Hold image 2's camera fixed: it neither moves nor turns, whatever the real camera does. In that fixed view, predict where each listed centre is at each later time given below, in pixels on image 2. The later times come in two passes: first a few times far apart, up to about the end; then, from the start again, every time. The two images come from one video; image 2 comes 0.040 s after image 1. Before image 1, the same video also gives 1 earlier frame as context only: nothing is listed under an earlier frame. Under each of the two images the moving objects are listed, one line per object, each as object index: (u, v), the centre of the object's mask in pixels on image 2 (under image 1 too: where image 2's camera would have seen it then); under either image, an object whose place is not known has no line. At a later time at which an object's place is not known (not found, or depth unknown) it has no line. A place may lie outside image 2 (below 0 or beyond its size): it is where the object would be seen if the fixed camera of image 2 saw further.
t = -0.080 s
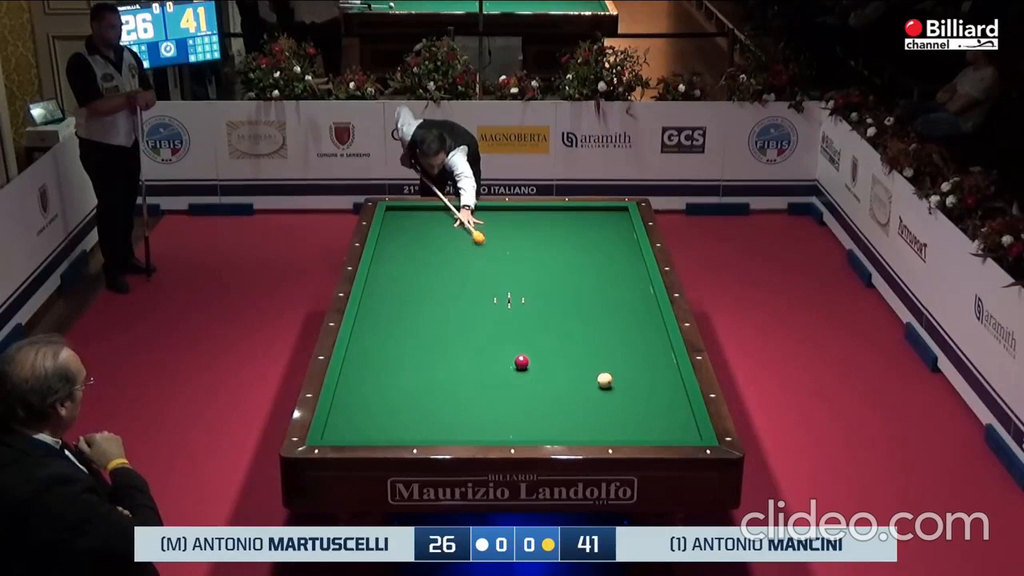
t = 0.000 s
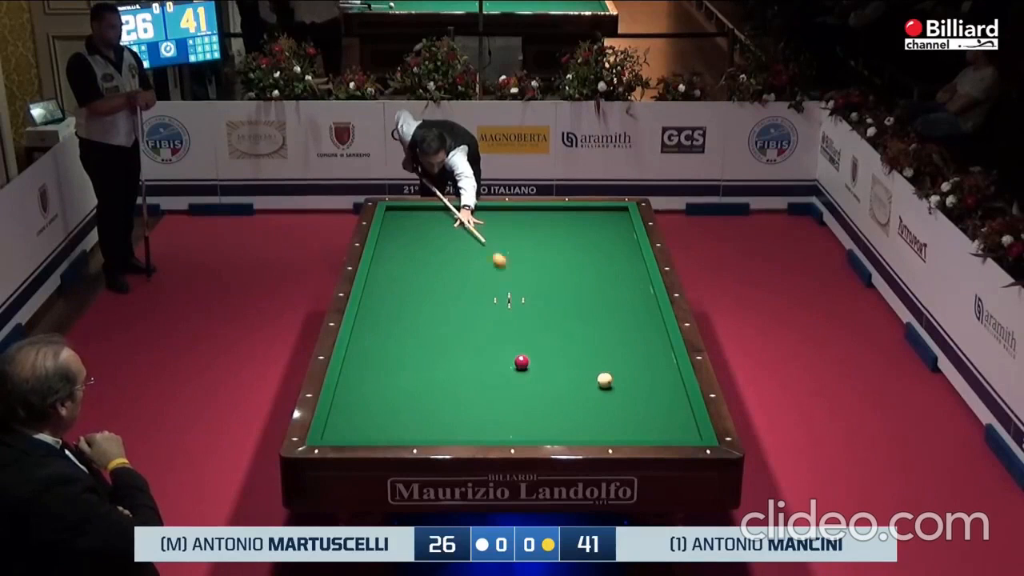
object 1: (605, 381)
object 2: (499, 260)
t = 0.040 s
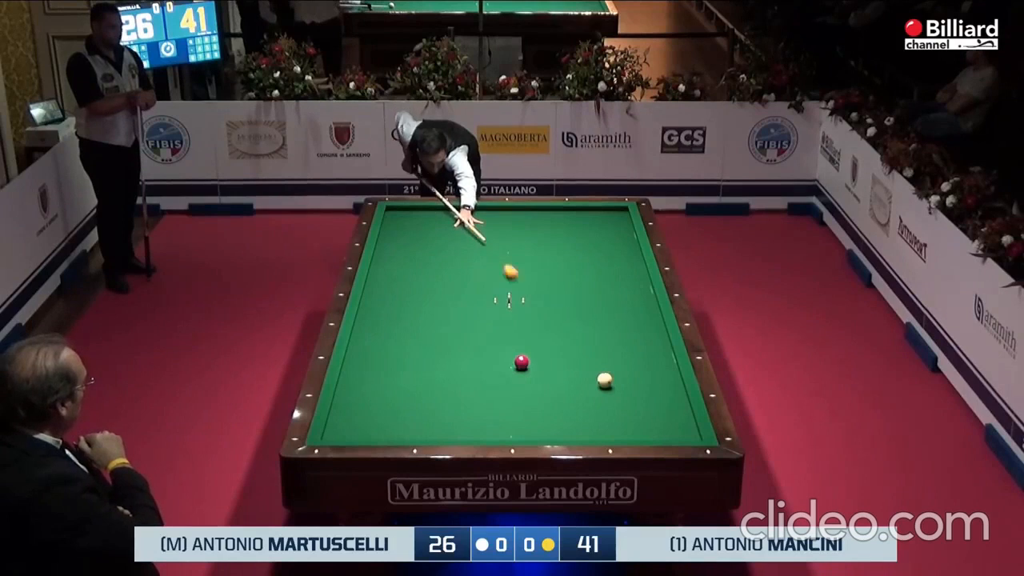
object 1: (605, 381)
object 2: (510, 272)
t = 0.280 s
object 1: (605, 381)
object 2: (586, 353)
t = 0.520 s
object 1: (592, 428)
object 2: (675, 380)
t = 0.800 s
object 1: (561, 355)
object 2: (604, 377)
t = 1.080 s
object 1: (539, 307)
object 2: (550, 375)
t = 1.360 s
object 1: (521, 268)
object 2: (498, 374)
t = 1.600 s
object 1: (507, 239)
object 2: (455, 373)
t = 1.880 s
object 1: (494, 210)
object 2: (406, 372)
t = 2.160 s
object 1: (491, 227)
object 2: (358, 370)
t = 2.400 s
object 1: (489, 243)
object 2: (367, 372)
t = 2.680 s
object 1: (485, 262)
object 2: (392, 375)
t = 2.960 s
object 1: (482, 282)
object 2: (417, 378)
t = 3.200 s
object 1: (479, 301)
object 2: (437, 381)
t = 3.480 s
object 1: (475, 325)
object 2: (460, 384)
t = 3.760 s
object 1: (471, 350)
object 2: (483, 387)
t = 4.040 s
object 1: (467, 378)
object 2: (505, 390)
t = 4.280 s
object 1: (462, 404)
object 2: (524, 393)
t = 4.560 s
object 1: (458, 434)
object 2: (545, 396)
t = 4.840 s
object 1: (458, 419)
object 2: (565, 398)
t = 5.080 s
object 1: (459, 404)
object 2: (581, 400)
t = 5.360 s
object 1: (459, 388)
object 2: (601, 403)
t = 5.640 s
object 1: (459, 372)
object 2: (619, 405)
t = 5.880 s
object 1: (460, 360)
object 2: (633, 407)
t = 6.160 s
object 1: (461, 347)
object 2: (650, 409)
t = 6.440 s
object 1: (461, 335)
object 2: (666, 411)
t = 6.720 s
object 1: (462, 324)
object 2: (681, 412)
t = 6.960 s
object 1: (463, 315)
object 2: (683, 414)
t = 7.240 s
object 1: (464, 305)
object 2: (676, 415)
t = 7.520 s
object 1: (466, 296)
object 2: (669, 416)
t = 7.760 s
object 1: (467, 288)
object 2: (664, 417)
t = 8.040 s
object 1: (468, 280)
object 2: (659, 418)
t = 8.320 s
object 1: (469, 273)
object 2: (655, 419)
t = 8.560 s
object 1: (470, 266)
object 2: (652, 419)
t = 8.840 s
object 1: (471, 260)
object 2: (650, 420)
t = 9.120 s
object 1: (472, 254)
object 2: (648, 420)
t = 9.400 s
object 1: (473, 248)
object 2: (647, 420)
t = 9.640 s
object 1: (474, 243)
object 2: (647, 420)
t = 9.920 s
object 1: (475, 237)
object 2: (647, 420)
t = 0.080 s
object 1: (605, 381)
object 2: (522, 284)
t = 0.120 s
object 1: (605, 381)
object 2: (534, 297)
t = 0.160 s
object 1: (605, 381)
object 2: (546, 311)
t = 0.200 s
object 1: (605, 381)
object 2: (559, 324)
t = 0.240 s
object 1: (605, 381)
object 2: (572, 339)
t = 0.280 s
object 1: (605, 381)
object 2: (586, 353)
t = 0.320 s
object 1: (605, 381)
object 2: (599, 367)
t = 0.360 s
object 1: (603, 391)
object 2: (617, 374)
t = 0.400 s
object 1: (601, 407)
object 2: (632, 376)
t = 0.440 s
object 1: (600, 423)
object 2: (649, 377)
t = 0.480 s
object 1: (597, 435)
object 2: (663, 379)
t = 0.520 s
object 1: (592, 428)
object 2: (675, 380)
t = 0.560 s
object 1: (587, 415)
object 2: (663, 380)
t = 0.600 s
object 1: (582, 403)
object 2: (652, 379)
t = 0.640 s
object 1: (578, 393)
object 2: (641, 379)
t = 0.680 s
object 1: (573, 381)
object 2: (631, 378)
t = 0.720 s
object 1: (569, 373)
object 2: (621, 378)
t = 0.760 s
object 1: (565, 363)
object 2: (612, 377)
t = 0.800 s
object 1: (561, 355)
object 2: (604, 377)
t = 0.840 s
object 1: (558, 347)
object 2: (596, 377)
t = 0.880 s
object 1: (554, 339)
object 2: (588, 376)
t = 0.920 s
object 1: (551, 332)
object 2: (581, 376)
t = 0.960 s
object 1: (548, 326)
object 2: (573, 376)
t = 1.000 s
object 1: (545, 319)
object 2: (566, 375)
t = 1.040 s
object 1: (542, 313)
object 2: (558, 375)
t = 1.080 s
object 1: (539, 307)
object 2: (550, 375)
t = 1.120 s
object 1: (536, 301)
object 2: (543, 375)
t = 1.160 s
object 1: (534, 295)
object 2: (536, 375)
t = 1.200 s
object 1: (531, 289)
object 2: (528, 375)
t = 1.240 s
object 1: (528, 284)
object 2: (520, 375)
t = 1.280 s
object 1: (526, 278)
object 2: (513, 375)
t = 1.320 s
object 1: (523, 273)
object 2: (506, 374)
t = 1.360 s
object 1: (521, 268)
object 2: (498, 374)
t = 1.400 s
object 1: (518, 263)
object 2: (491, 374)
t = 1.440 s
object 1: (516, 258)
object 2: (484, 374)
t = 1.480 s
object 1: (514, 253)
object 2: (477, 374)
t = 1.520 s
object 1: (512, 248)
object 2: (470, 373)
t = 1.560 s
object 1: (510, 243)
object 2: (462, 373)
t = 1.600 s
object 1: (507, 239)
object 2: (455, 373)
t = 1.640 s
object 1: (505, 234)
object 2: (448, 373)
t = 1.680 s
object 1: (503, 230)
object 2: (441, 373)
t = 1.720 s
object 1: (502, 225)
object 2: (434, 372)
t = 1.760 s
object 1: (499, 222)
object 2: (427, 372)
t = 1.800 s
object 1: (498, 218)
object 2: (420, 372)
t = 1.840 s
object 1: (496, 213)
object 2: (413, 372)
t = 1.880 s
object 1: (494, 210)
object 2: (406, 372)
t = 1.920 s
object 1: (493, 209)
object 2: (399, 372)
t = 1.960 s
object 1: (492, 212)
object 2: (392, 371)
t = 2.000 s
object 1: (492, 215)
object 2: (385, 371)
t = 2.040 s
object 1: (492, 218)
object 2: (378, 371)
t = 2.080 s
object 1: (492, 221)
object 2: (371, 371)
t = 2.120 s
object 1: (491, 224)
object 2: (365, 370)
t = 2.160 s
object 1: (491, 227)
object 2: (358, 370)
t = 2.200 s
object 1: (491, 230)
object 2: (351, 370)
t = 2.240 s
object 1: (490, 232)
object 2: (349, 371)
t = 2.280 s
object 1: (490, 235)
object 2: (354, 371)
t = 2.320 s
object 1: (490, 237)
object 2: (359, 371)
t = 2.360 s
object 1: (489, 240)
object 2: (363, 372)
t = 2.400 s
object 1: (489, 243)
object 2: (367, 372)
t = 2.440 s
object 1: (488, 245)
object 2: (371, 373)
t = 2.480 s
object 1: (487, 248)
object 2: (374, 373)
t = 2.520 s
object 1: (487, 250)
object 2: (378, 373)
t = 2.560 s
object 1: (486, 253)
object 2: (382, 374)
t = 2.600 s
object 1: (486, 256)
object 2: (385, 375)
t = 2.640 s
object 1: (486, 259)
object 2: (389, 375)
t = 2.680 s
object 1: (485, 262)
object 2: (392, 375)
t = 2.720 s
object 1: (485, 265)
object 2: (396, 376)
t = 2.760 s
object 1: (484, 267)
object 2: (399, 376)
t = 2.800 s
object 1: (484, 270)
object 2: (403, 377)
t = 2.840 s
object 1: (483, 273)
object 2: (406, 377)
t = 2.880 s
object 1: (483, 276)
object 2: (410, 378)
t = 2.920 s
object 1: (482, 279)
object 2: (413, 378)
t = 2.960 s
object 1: (482, 282)
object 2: (417, 378)
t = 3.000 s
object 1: (482, 285)
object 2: (420, 379)
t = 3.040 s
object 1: (481, 288)
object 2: (424, 379)
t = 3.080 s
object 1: (480, 291)
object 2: (427, 380)
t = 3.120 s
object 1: (480, 295)
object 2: (430, 380)
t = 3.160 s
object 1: (479, 298)
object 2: (434, 381)
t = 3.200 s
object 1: (479, 301)
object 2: (437, 381)
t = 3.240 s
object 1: (478, 304)
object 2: (441, 381)
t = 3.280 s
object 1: (478, 308)
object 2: (444, 382)
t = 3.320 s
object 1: (477, 311)
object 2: (447, 382)
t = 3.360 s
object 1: (477, 315)
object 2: (451, 383)
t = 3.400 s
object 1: (476, 318)
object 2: (454, 383)
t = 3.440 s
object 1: (476, 321)
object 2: (457, 384)
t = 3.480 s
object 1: (475, 325)
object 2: (460, 384)
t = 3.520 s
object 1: (474, 328)
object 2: (464, 384)
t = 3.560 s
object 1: (474, 332)
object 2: (467, 385)
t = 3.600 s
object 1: (473, 336)
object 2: (470, 386)
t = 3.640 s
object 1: (473, 339)
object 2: (474, 386)
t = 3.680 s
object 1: (472, 343)
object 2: (477, 386)
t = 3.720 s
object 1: (472, 347)
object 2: (480, 387)
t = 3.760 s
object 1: (471, 350)
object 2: (483, 387)
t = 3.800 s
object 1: (470, 354)
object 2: (487, 388)
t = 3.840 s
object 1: (470, 358)
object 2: (490, 388)
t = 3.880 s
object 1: (469, 362)
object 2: (493, 388)
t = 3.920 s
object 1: (468, 366)
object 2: (496, 389)
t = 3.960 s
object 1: (468, 370)
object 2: (499, 389)
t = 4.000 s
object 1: (467, 374)
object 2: (502, 390)
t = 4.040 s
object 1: (467, 378)
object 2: (505, 390)
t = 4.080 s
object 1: (466, 382)
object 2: (509, 391)
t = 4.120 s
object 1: (465, 387)
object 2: (512, 391)
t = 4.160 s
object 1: (465, 391)
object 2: (515, 392)
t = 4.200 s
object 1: (464, 395)
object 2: (518, 392)
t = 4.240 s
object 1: (463, 400)
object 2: (521, 392)
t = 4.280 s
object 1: (462, 404)
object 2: (524, 393)
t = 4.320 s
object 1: (462, 408)
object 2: (527, 393)
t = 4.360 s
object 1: (461, 413)
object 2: (530, 393)
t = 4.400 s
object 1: (461, 418)
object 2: (533, 394)
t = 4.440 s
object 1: (460, 422)
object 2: (536, 394)
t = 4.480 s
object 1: (459, 427)
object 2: (539, 395)
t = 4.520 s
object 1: (458, 431)
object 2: (542, 395)
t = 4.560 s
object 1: (458, 434)
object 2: (545, 396)
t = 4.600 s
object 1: (458, 435)
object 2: (548, 396)
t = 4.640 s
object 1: (458, 432)
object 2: (551, 396)
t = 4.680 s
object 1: (458, 430)
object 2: (553, 397)
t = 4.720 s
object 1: (458, 427)
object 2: (556, 397)
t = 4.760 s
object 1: (458, 425)
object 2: (559, 397)
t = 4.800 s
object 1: (458, 422)
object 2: (562, 398)
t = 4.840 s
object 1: (458, 419)
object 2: (565, 398)
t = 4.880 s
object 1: (458, 417)
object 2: (568, 398)
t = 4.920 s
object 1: (458, 414)
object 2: (571, 399)
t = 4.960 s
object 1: (458, 412)
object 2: (573, 399)
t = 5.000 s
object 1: (458, 409)
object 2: (576, 399)
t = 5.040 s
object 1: (458, 407)
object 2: (579, 400)
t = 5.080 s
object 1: (459, 404)
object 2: (581, 400)
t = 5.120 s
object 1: (459, 402)
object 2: (584, 400)
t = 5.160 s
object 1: (459, 399)
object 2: (587, 401)
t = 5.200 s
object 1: (459, 397)
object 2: (590, 401)
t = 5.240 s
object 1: (459, 395)
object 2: (592, 401)
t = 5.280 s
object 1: (459, 392)
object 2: (595, 402)
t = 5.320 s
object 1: (459, 390)
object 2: (598, 402)
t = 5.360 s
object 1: (459, 388)
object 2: (601, 403)
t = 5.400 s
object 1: (459, 385)
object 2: (603, 403)
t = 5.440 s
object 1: (459, 383)
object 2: (606, 403)
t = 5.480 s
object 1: (459, 381)
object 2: (608, 403)
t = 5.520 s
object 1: (459, 379)
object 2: (611, 404)
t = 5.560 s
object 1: (460, 377)
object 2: (613, 404)
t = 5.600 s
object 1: (459, 375)
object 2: (616, 404)
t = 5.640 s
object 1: (459, 372)
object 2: (619, 405)
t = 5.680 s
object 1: (459, 370)
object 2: (621, 405)
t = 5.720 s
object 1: (460, 368)
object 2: (624, 405)
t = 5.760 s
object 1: (460, 366)
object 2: (626, 406)
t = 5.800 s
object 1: (460, 364)
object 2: (629, 406)
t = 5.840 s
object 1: (460, 362)
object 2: (631, 406)
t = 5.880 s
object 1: (460, 360)
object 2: (633, 407)
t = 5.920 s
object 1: (460, 358)
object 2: (636, 407)
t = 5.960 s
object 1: (460, 356)
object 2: (638, 407)
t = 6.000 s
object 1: (460, 355)
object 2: (641, 408)
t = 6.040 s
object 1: (460, 353)
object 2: (643, 408)
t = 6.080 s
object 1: (460, 351)
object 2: (645, 408)
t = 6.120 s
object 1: (461, 349)
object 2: (648, 408)
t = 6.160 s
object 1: (461, 347)
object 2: (650, 409)
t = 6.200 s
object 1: (461, 345)
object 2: (652, 409)
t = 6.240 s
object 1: (461, 343)
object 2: (654, 409)
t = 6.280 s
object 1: (461, 342)
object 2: (657, 409)
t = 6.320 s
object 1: (461, 340)
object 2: (659, 410)
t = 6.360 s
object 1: (461, 338)
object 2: (661, 410)
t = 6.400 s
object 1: (461, 337)
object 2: (663, 411)
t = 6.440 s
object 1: (461, 335)
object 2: (666, 411)
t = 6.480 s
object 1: (461, 333)
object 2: (668, 411)
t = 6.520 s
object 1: (462, 332)
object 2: (670, 411)
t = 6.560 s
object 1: (462, 330)
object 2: (672, 412)
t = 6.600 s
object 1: (462, 328)
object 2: (674, 412)
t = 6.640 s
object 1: (462, 327)
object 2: (677, 412)
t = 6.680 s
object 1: (462, 325)
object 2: (678, 412)
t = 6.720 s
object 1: (462, 324)
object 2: (681, 412)
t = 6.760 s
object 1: (462, 322)
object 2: (683, 413)
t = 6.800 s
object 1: (463, 321)
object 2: (685, 413)
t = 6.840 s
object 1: (463, 319)
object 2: (686, 413)
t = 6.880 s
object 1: (463, 318)
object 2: (684, 414)
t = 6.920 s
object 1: (463, 316)
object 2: (684, 413)
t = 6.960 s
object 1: (463, 315)
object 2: (683, 414)
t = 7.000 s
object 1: (463, 313)
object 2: (682, 414)
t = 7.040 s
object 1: (463, 312)
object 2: (681, 414)
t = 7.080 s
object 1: (464, 310)
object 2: (679, 414)
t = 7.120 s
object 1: (464, 309)
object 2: (678, 415)
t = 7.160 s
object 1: (464, 308)
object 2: (677, 415)
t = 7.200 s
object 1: (464, 306)
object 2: (676, 415)
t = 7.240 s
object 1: (464, 305)
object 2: (676, 415)
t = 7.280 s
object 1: (464, 303)
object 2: (674, 415)
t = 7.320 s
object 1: (465, 302)
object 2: (674, 415)
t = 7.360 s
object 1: (465, 301)
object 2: (672, 415)
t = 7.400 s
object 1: (465, 299)
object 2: (671, 415)
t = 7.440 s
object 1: (465, 298)
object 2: (670, 416)
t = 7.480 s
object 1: (465, 297)
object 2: (670, 416)
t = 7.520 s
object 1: (466, 296)
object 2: (669, 416)
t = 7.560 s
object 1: (466, 294)
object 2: (668, 416)
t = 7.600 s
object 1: (466, 293)
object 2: (667, 416)
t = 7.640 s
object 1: (466, 292)
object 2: (666, 416)
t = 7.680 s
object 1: (466, 290)
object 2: (665, 417)
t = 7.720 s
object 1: (466, 289)
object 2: (664, 417)
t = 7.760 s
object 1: (467, 288)
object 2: (664, 417)
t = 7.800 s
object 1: (467, 287)
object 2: (663, 417)
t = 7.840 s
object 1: (467, 286)
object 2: (662, 417)
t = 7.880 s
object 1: (467, 285)
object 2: (661, 417)
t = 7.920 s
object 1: (468, 284)
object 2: (661, 417)
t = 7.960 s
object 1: (468, 282)
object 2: (660, 418)
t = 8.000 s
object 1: (468, 281)
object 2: (660, 418)
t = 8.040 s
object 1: (468, 280)
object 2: (659, 418)
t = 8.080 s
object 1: (468, 279)
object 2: (658, 418)
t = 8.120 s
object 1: (468, 278)
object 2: (657, 418)
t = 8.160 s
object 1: (469, 277)
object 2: (657, 418)
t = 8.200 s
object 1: (469, 276)
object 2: (656, 418)
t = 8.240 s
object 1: (469, 275)
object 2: (656, 418)
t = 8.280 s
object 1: (469, 274)
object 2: (656, 419)
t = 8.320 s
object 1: (469, 273)
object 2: (655, 419)
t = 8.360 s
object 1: (469, 272)
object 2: (655, 419)
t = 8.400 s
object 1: (469, 270)
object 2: (654, 419)
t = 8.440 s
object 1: (470, 269)
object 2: (653, 419)
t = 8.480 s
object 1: (470, 268)
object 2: (653, 419)
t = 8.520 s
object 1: (470, 267)
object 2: (653, 419)
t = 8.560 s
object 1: (470, 266)
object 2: (652, 419)
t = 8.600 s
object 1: (470, 265)
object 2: (652, 419)
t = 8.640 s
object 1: (471, 265)
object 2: (652, 419)
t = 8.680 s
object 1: (471, 263)
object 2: (651, 419)
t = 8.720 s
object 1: (471, 263)
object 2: (651, 420)
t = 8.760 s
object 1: (471, 262)
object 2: (650, 420)
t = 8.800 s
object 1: (471, 261)
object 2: (650, 420)
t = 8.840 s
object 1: (471, 260)
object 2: (650, 420)
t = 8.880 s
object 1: (471, 259)
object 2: (649, 420)
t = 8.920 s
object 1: (472, 258)
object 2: (649, 420)
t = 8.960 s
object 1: (472, 257)
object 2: (649, 420)
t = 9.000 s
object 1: (472, 256)
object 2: (649, 420)
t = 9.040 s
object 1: (472, 255)
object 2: (648, 420)
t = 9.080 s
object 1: (472, 254)
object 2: (648, 420)
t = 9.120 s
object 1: (472, 254)
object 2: (648, 420)
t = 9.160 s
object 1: (472, 253)
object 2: (648, 420)
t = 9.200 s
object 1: (473, 252)
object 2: (648, 420)
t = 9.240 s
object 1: (473, 251)
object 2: (648, 420)
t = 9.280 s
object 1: (473, 250)
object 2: (648, 420)
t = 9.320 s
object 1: (473, 249)
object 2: (647, 420)
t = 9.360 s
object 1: (473, 248)
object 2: (647, 420)
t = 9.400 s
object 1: (473, 248)
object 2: (647, 420)
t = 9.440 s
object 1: (473, 247)
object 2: (647, 420)
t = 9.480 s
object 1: (473, 246)
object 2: (647, 420)
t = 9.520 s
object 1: (474, 245)
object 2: (647, 420)
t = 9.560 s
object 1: (474, 244)
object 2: (647, 420)
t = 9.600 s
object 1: (474, 244)
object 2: (647, 420)
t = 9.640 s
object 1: (474, 243)
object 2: (647, 420)
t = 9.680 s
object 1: (474, 242)
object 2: (647, 420)
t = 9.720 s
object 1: (474, 241)
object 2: (647, 420)
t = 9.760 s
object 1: (474, 240)
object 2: (647, 420)
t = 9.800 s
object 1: (475, 240)
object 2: (647, 420)
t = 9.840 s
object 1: (475, 239)
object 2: (647, 420)
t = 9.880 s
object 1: (475, 238)
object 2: (647, 420)
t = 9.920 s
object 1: (475, 237)
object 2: (647, 420)
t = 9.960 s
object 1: (475, 237)
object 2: (647, 420)
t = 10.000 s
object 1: (475, 236)
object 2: (647, 420)
